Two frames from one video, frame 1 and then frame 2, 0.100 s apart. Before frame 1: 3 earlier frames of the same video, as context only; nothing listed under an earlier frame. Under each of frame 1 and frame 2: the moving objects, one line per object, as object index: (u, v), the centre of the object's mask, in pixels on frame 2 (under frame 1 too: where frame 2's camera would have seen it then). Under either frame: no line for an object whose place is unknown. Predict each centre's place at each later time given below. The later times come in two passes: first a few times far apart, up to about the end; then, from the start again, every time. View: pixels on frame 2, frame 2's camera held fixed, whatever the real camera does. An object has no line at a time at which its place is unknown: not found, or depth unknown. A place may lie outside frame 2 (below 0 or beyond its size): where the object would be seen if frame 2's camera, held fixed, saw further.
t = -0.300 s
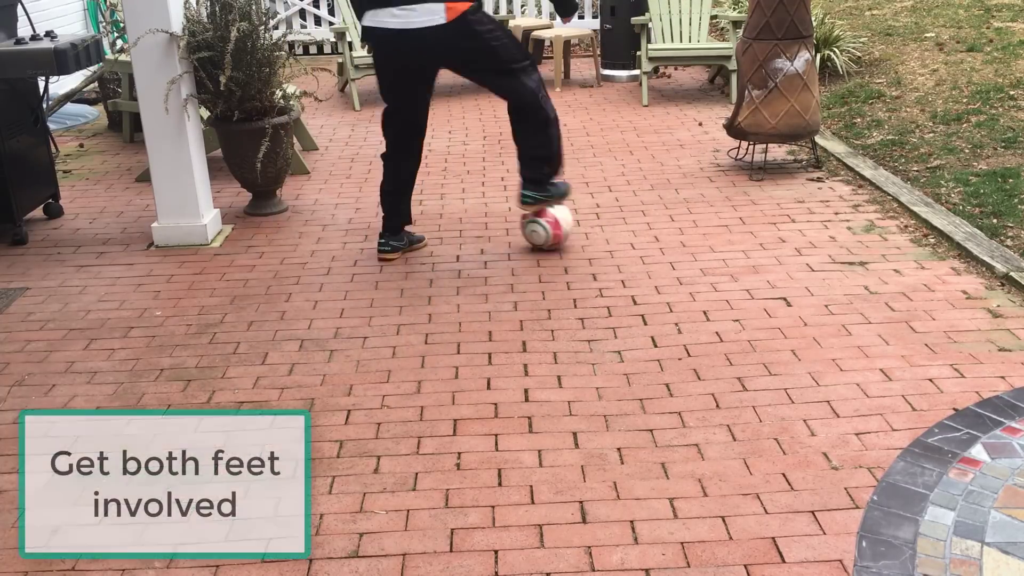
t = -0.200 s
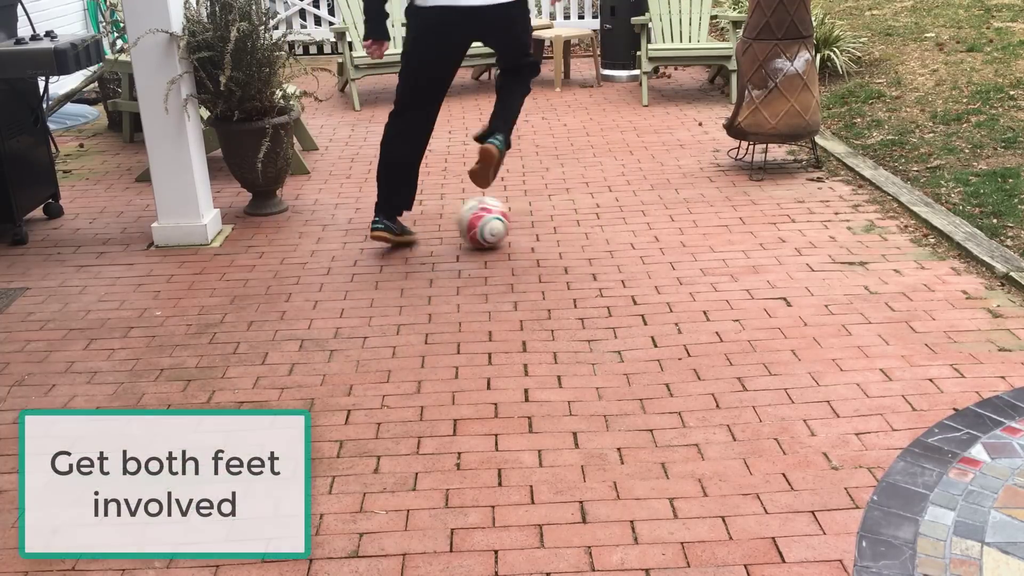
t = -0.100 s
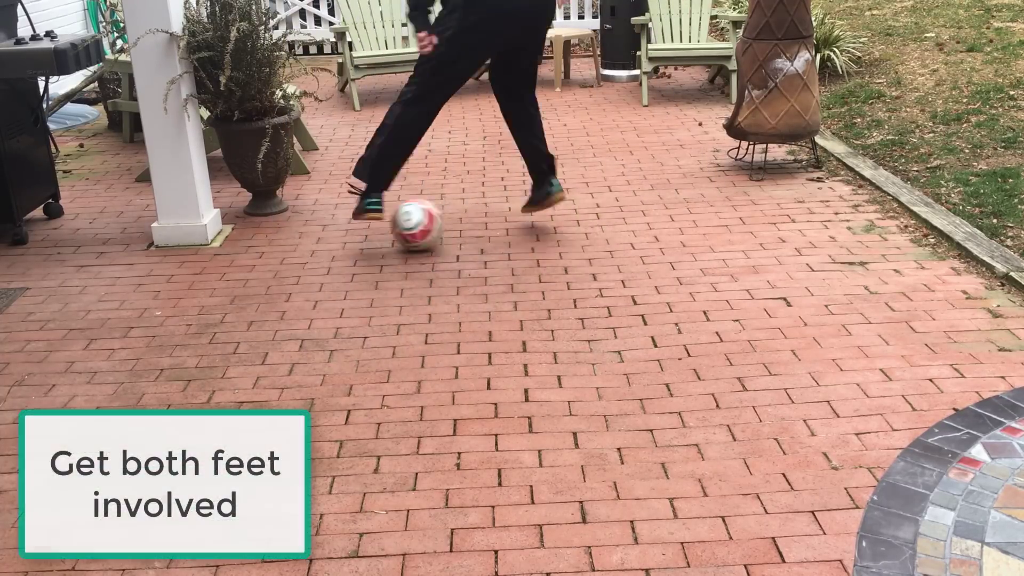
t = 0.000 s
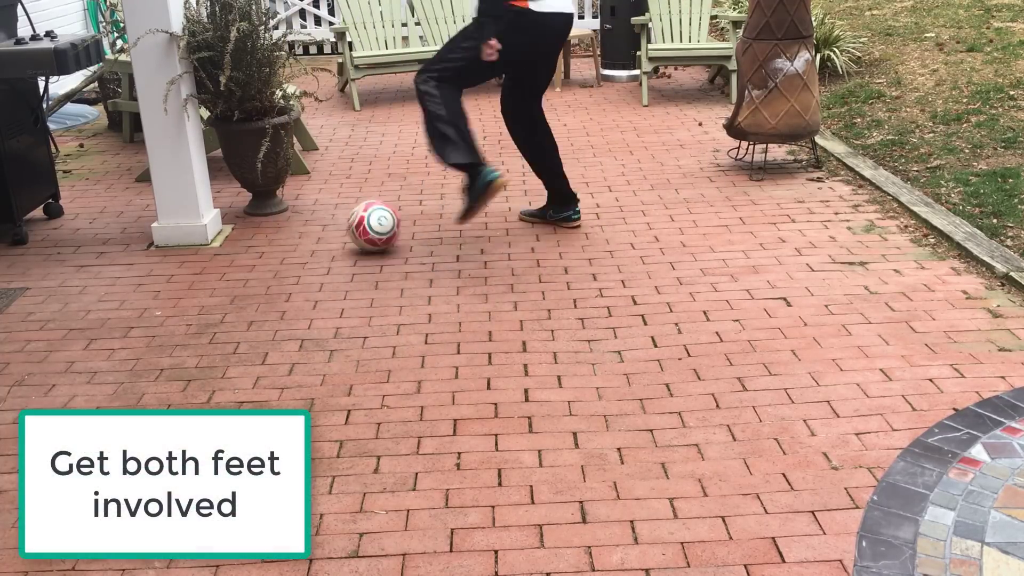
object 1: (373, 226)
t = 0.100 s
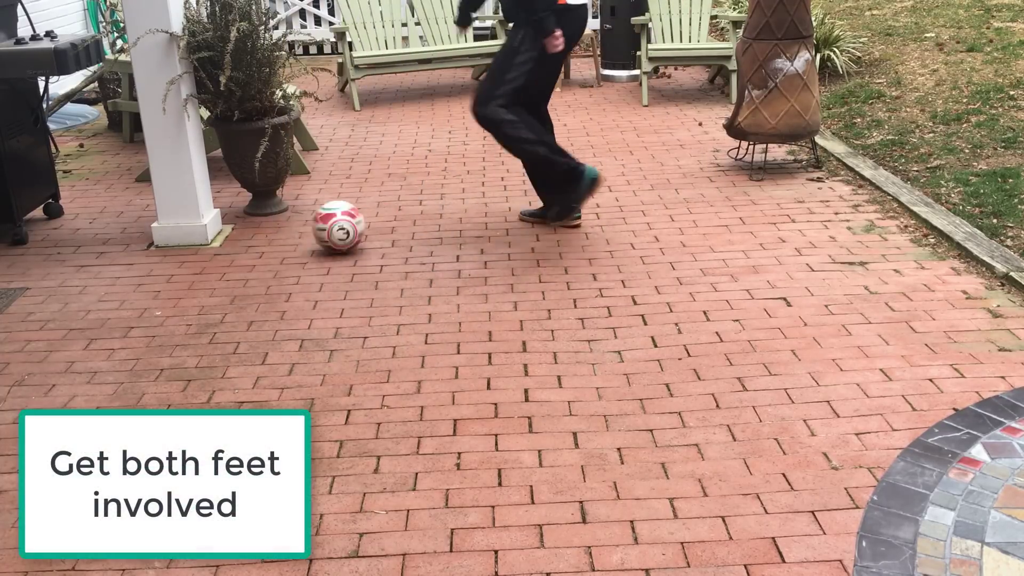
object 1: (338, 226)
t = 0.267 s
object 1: (281, 226)
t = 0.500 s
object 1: (224, 221)
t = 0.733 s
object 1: (238, 229)
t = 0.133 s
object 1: (326, 227)
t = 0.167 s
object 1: (315, 227)
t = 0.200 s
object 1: (304, 226)
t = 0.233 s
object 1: (293, 226)
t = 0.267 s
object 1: (281, 226)
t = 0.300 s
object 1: (270, 226)
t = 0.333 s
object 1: (259, 226)
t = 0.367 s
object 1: (248, 226)
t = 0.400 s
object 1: (236, 226)
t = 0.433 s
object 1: (226, 226)
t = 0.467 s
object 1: (220, 224)
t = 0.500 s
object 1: (224, 221)
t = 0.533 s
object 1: (228, 221)
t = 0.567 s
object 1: (232, 222)
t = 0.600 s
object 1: (238, 227)
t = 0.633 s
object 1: (241, 229)
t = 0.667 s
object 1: (239, 227)
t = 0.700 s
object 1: (238, 227)
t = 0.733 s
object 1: (238, 229)
